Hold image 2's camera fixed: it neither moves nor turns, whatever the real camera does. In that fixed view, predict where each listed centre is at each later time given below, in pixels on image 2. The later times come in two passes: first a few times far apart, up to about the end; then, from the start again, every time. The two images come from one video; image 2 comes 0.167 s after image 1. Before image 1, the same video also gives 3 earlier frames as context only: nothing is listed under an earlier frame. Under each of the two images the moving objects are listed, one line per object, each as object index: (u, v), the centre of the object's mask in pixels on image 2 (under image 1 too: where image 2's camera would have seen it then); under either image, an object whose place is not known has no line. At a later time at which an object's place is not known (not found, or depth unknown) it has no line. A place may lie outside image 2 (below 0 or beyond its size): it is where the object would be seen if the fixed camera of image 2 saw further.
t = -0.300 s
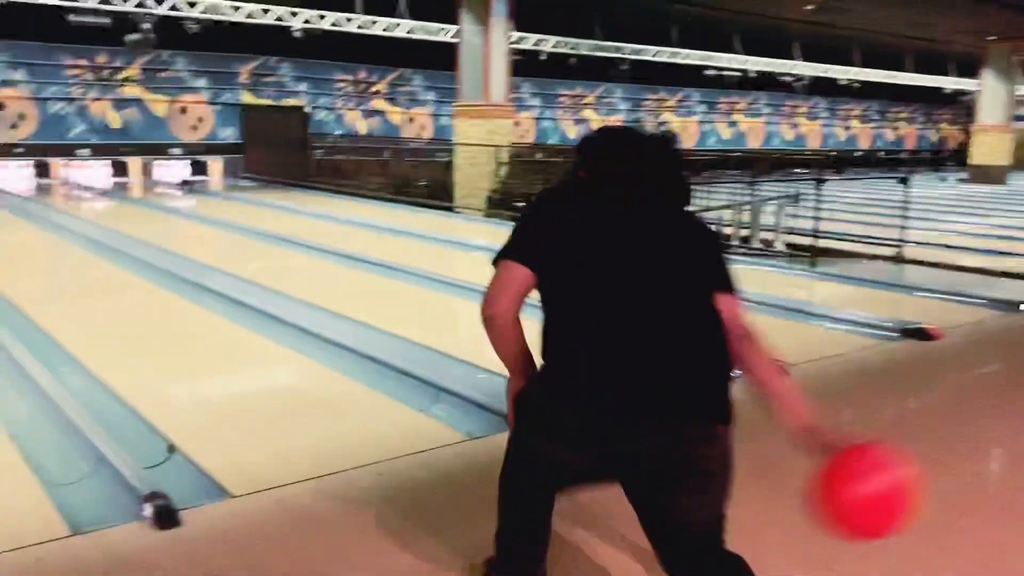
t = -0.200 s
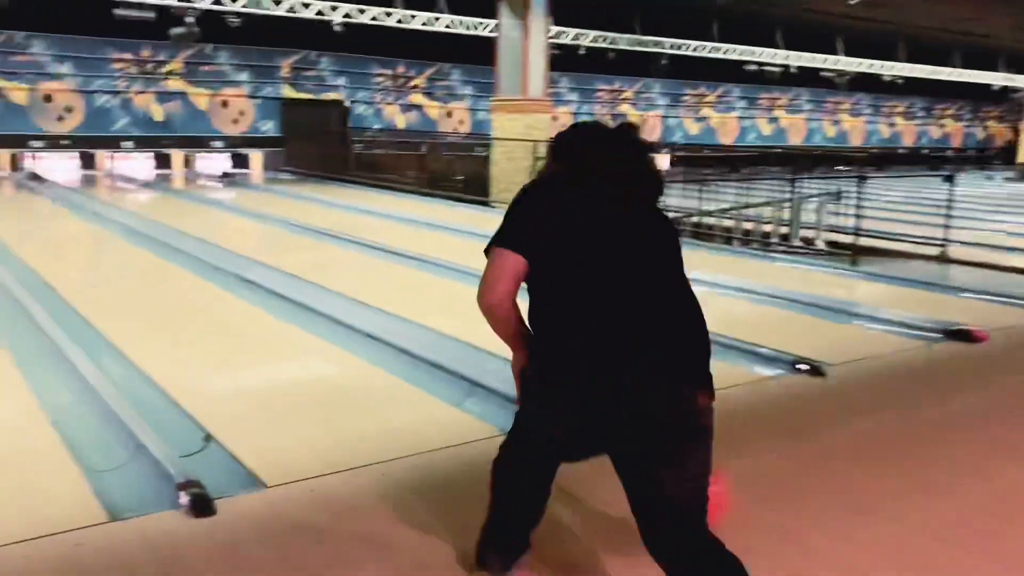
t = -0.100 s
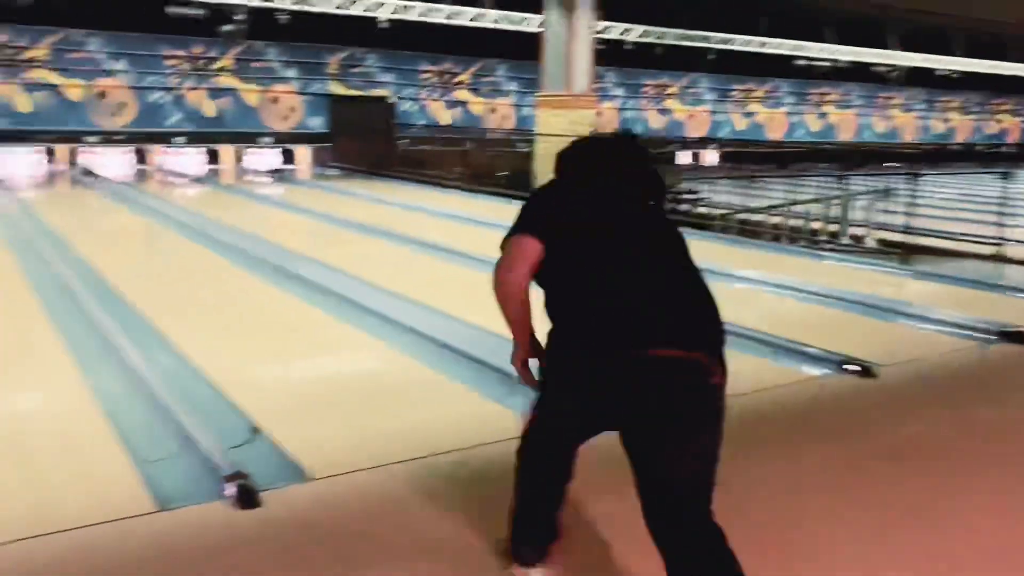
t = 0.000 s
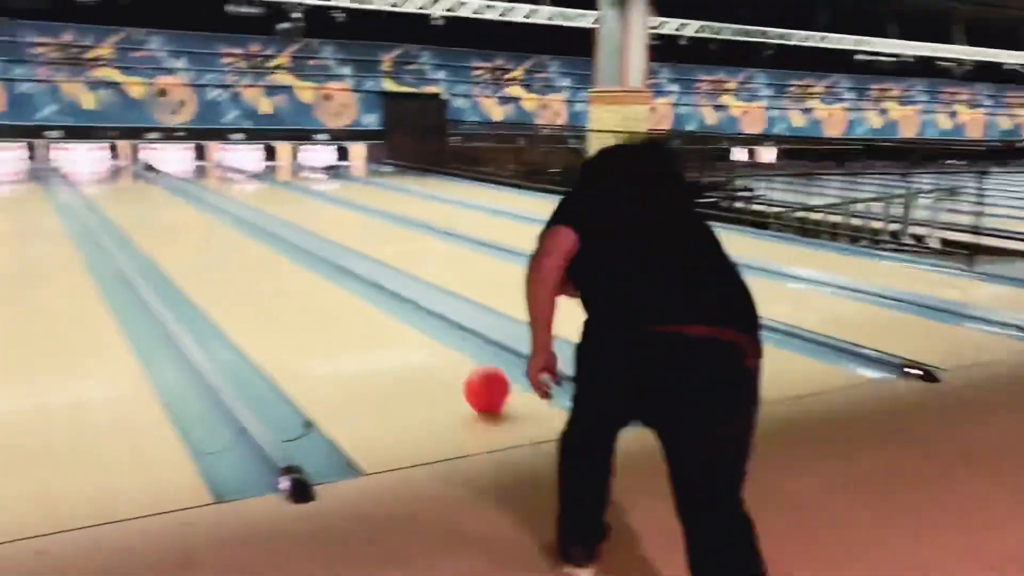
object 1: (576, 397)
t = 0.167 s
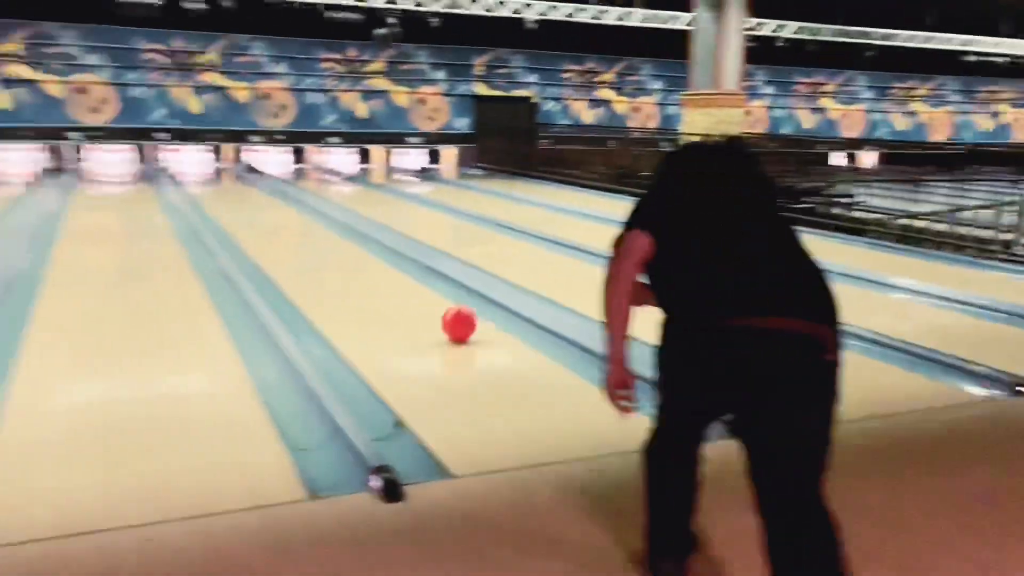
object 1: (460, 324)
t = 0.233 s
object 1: (427, 305)
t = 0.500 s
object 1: (343, 250)
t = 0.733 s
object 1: (298, 223)
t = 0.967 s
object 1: (267, 204)
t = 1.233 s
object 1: (242, 188)
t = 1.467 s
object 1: (223, 178)
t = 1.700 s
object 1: (211, 172)
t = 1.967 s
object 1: (199, 163)
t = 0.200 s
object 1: (443, 314)
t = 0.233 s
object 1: (427, 305)
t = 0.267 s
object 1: (414, 295)
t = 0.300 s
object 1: (401, 287)
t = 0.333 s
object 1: (390, 280)
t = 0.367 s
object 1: (379, 273)
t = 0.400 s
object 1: (369, 266)
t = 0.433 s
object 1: (359, 261)
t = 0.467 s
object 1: (351, 256)
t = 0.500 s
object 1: (343, 250)
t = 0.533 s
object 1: (335, 246)
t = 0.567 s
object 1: (329, 242)
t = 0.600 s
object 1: (322, 238)
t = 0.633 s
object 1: (315, 234)
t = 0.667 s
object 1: (310, 230)
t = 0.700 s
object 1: (304, 227)
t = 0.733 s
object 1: (298, 223)
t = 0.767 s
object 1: (293, 220)
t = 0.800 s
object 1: (288, 217)
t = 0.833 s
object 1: (284, 214)
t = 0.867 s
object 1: (279, 211)
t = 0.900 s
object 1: (275, 209)
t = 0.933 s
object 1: (271, 206)
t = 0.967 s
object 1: (267, 204)
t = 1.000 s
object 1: (263, 202)
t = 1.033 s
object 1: (260, 200)
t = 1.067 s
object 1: (257, 198)
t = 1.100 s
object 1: (253, 195)
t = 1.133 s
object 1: (250, 193)
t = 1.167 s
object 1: (247, 192)
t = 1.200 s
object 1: (244, 190)
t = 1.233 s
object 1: (242, 188)
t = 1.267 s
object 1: (238, 187)
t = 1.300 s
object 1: (236, 185)
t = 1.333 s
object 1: (233, 184)
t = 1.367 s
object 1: (231, 182)
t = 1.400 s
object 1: (228, 181)
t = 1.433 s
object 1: (226, 180)
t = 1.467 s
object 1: (223, 178)
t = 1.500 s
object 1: (222, 177)
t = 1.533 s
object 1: (218, 175)
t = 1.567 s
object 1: (218, 175)
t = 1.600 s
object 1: (217, 174)
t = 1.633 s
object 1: (215, 173)
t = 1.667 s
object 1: (213, 172)
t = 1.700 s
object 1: (211, 172)
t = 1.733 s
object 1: (209, 171)
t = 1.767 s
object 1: (207, 169)
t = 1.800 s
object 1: (205, 168)
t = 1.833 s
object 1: (203, 168)
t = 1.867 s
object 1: (202, 168)
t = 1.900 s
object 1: (201, 166)
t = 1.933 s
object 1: (200, 164)
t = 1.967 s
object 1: (199, 163)
